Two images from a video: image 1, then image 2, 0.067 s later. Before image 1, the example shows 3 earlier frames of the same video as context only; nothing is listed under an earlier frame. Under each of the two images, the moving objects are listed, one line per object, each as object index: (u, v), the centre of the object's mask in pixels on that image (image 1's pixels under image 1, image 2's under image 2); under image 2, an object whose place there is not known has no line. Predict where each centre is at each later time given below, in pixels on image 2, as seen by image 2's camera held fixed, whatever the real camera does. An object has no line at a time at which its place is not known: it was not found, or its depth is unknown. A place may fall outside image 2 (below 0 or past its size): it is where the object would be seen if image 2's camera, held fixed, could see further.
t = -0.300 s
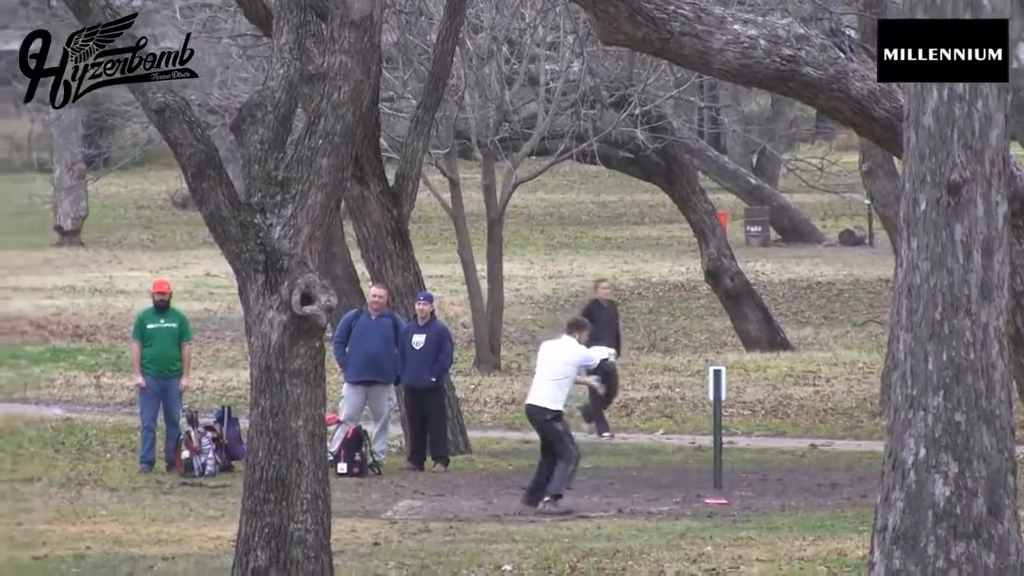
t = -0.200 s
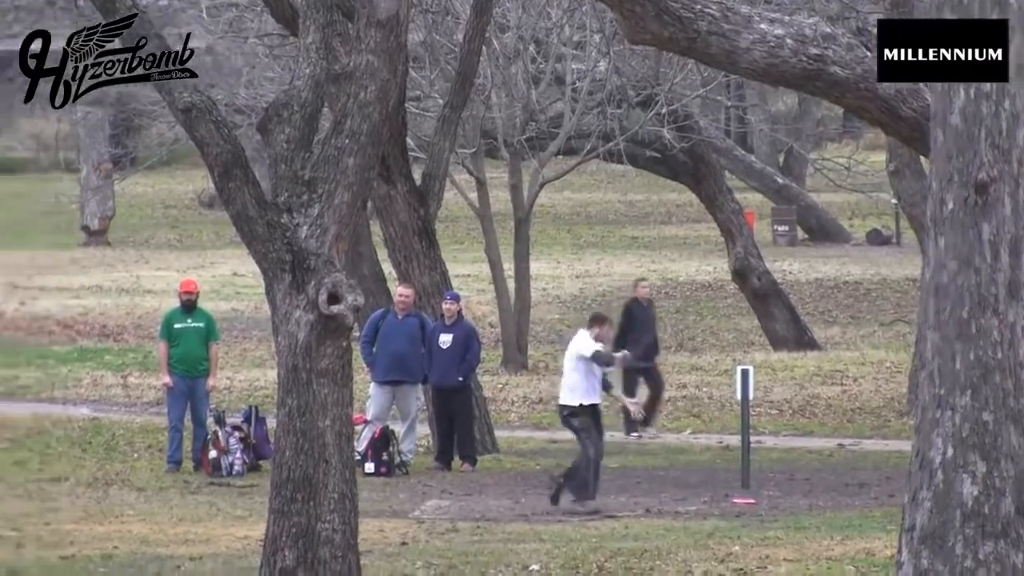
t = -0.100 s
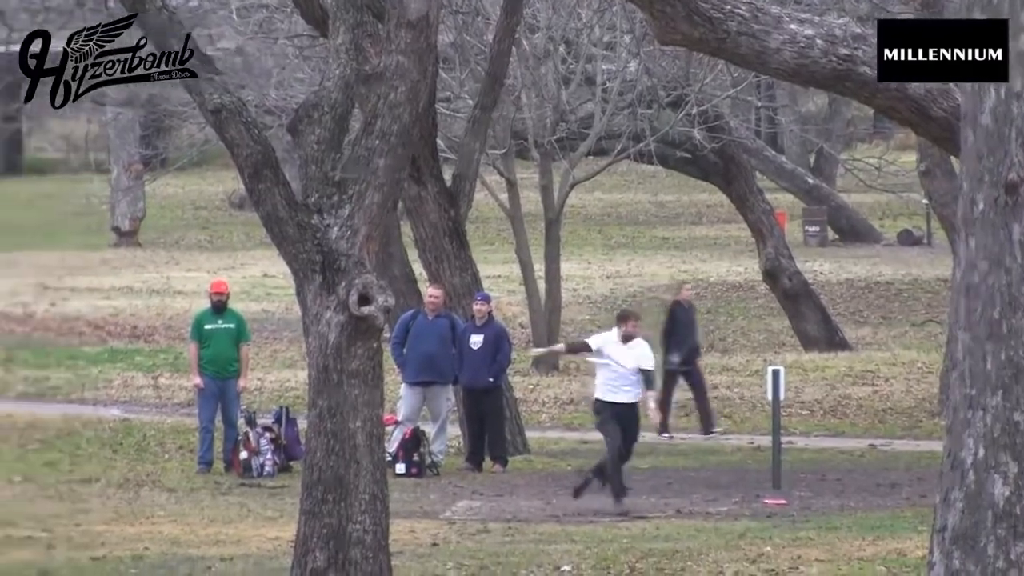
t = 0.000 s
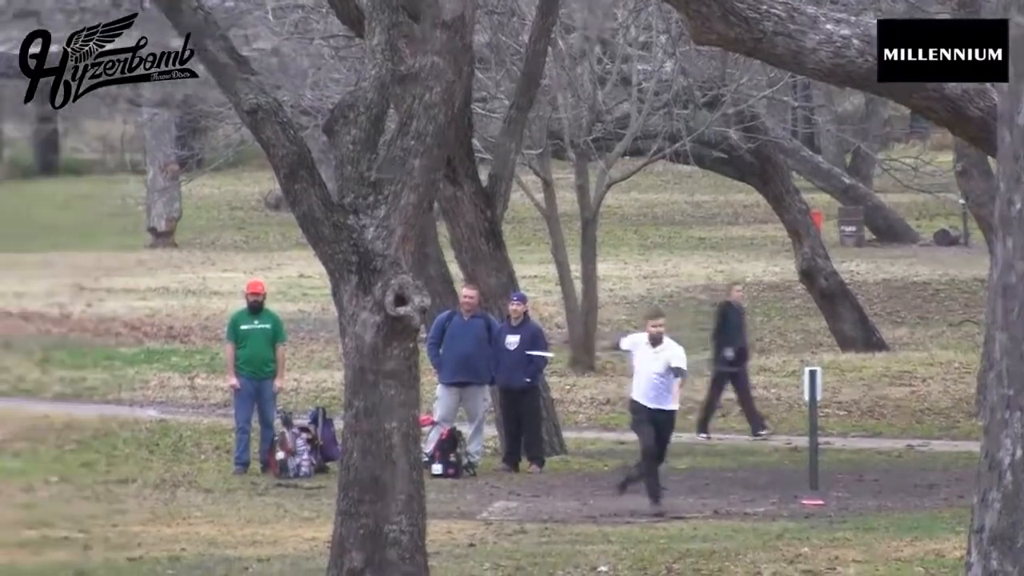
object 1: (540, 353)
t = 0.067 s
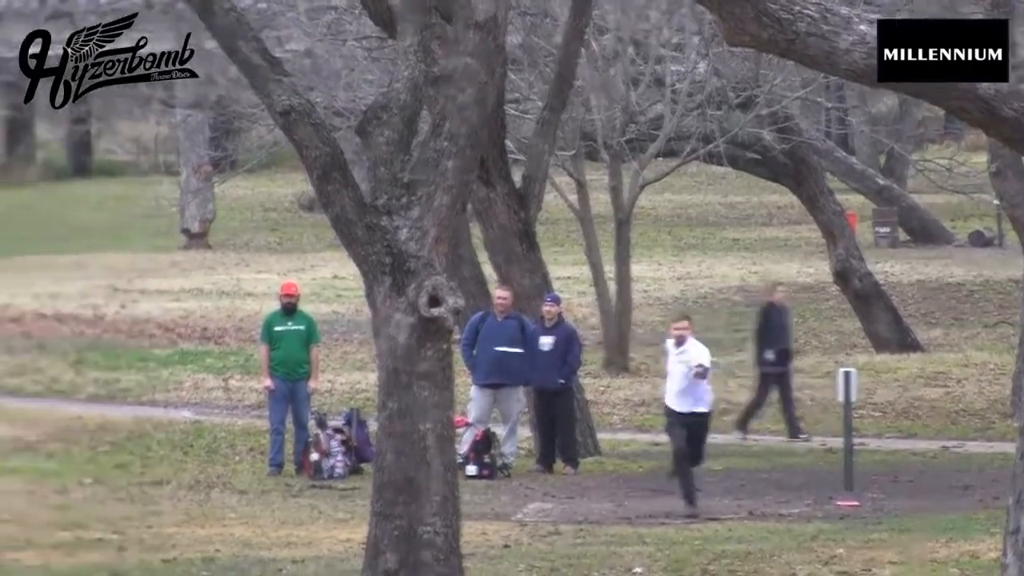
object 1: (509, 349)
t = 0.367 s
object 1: (201, 323)
